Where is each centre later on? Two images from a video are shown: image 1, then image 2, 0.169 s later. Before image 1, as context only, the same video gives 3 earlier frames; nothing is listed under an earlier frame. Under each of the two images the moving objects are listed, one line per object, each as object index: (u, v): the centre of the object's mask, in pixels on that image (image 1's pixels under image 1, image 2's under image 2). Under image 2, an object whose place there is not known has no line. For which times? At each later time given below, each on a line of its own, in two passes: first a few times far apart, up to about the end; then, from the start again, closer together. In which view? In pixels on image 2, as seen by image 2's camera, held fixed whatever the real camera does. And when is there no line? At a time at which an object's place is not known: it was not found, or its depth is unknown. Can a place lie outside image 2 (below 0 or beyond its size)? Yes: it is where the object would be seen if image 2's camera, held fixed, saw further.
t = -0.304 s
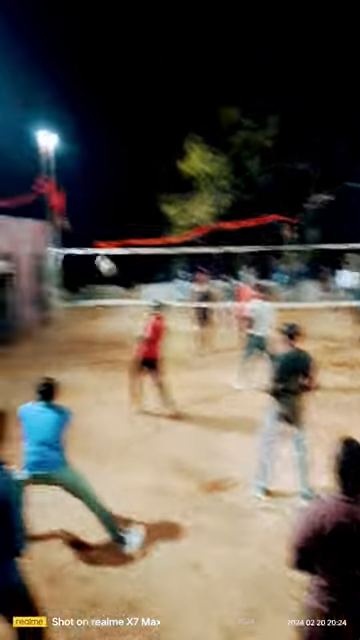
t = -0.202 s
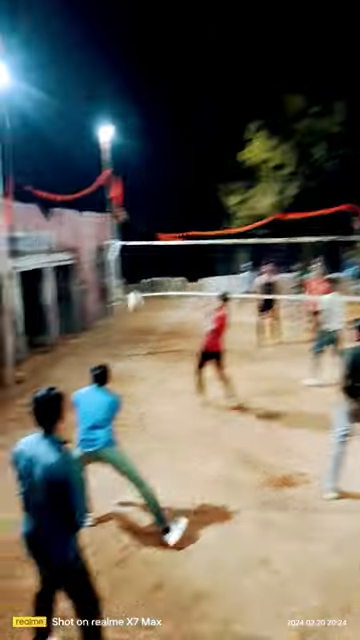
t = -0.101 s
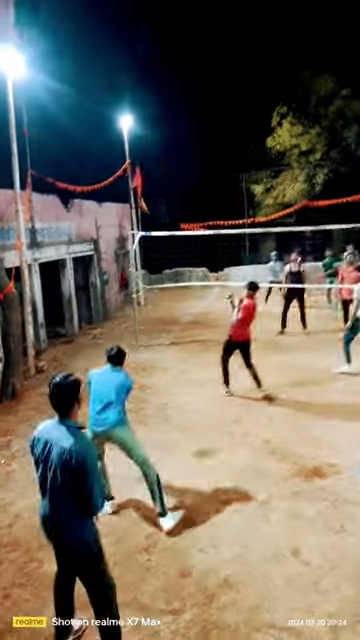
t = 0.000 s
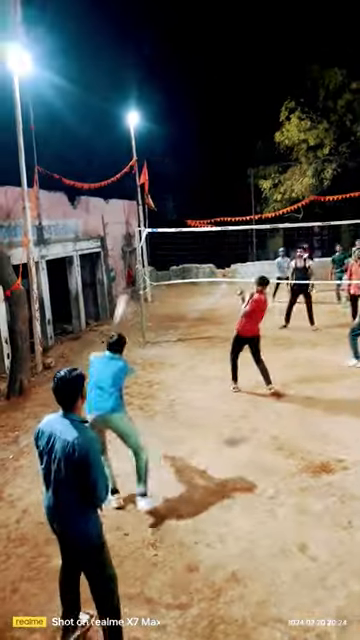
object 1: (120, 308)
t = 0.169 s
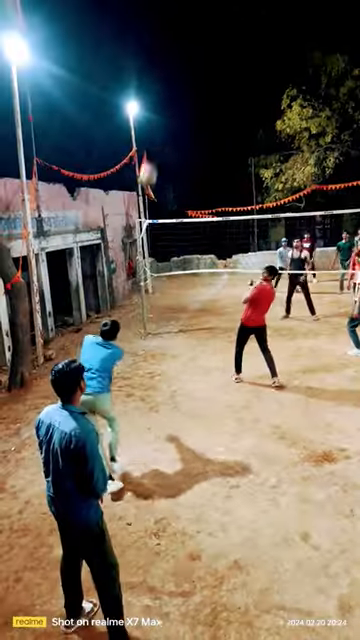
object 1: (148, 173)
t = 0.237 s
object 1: (156, 138)
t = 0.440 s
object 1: (174, 64)
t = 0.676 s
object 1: (190, 30)
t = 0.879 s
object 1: (199, 33)
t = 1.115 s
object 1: (211, 59)
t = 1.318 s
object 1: (218, 97)
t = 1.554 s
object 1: (224, 150)
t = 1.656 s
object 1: (226, 175)
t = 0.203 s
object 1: (153, 154)
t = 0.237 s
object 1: (156, 138)
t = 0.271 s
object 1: (159, 121)
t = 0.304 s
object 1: (162, 106)
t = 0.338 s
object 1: (165, 94)
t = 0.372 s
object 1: (168, 83)
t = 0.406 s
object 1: (172, 73)
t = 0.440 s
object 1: (174, 64)
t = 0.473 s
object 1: (177, 55)
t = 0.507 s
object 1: (180, 49)
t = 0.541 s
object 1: (182, 43)
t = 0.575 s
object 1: (184, 38)
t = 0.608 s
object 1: (186, 35)
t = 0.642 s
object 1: (189, 32)
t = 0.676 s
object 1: (190, 30)
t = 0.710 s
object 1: (192, 29)
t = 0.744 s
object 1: (192, 28)
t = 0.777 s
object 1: (194, 28)
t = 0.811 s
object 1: (194, 29)
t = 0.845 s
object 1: (197, 31)
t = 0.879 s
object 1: (199, 33)
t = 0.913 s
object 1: (201, 35)
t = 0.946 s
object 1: (203, 38)
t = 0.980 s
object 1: (205, 41)
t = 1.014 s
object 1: (206, 45)
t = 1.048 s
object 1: (208, 49)
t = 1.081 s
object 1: (209, 54)
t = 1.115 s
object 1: (211, 59)
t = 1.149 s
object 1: (212, 65)
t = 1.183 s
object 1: (213, 71)
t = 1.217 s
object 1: (214, 77)
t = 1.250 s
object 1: (216, 83)
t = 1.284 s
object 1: (217, 90)
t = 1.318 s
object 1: (218, 97)
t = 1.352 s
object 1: (219, 104)
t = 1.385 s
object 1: (220, 112)
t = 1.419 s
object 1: (221, 119)
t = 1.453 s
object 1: (222, 127)
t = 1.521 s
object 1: (223, 143)
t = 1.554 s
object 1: (224, 150)
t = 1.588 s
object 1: (224, 159)
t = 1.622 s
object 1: (225, 167)
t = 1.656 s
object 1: (226, 175)
